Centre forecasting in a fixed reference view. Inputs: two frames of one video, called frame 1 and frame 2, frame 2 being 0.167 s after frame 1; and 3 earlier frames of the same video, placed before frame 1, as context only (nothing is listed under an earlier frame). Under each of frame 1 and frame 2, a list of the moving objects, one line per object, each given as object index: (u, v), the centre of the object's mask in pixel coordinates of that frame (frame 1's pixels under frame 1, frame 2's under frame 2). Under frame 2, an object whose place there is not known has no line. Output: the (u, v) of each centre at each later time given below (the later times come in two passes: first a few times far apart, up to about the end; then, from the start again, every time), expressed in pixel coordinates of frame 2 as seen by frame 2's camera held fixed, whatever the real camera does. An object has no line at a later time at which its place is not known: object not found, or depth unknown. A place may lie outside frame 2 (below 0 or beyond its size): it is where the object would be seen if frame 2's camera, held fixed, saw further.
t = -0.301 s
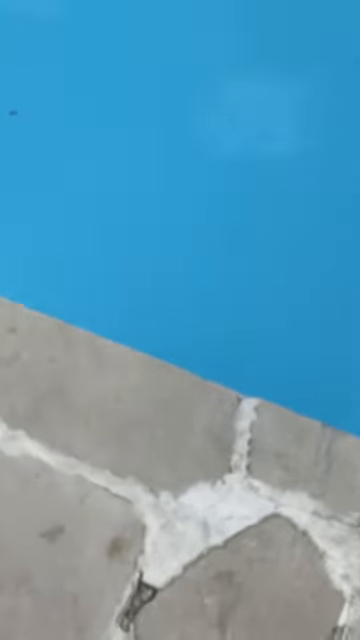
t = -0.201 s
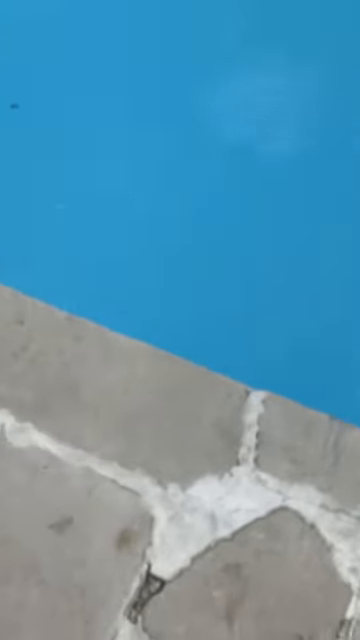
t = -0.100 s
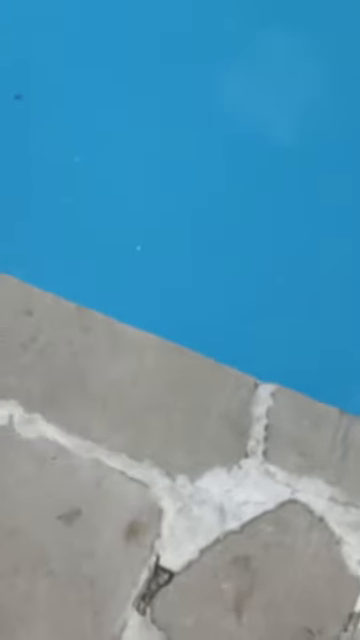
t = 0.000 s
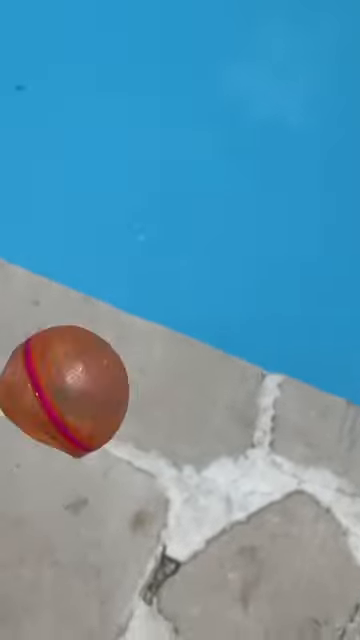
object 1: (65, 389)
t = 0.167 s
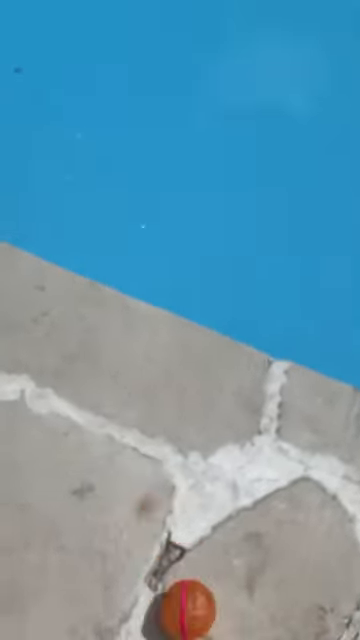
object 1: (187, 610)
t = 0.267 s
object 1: (202, 576)
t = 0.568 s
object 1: (220, 586)
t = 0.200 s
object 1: (197, 603)
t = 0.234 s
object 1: (203, 586)
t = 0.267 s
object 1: (202, 576)
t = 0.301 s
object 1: (205, 569)
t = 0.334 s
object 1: (210, 566)
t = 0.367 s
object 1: (212, 568)
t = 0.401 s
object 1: (215, 573)
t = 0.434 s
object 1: (215, 582)
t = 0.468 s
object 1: (217, 588)
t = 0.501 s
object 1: (213, 584)
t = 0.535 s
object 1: (216, 586)
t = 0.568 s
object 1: (220, 586)
